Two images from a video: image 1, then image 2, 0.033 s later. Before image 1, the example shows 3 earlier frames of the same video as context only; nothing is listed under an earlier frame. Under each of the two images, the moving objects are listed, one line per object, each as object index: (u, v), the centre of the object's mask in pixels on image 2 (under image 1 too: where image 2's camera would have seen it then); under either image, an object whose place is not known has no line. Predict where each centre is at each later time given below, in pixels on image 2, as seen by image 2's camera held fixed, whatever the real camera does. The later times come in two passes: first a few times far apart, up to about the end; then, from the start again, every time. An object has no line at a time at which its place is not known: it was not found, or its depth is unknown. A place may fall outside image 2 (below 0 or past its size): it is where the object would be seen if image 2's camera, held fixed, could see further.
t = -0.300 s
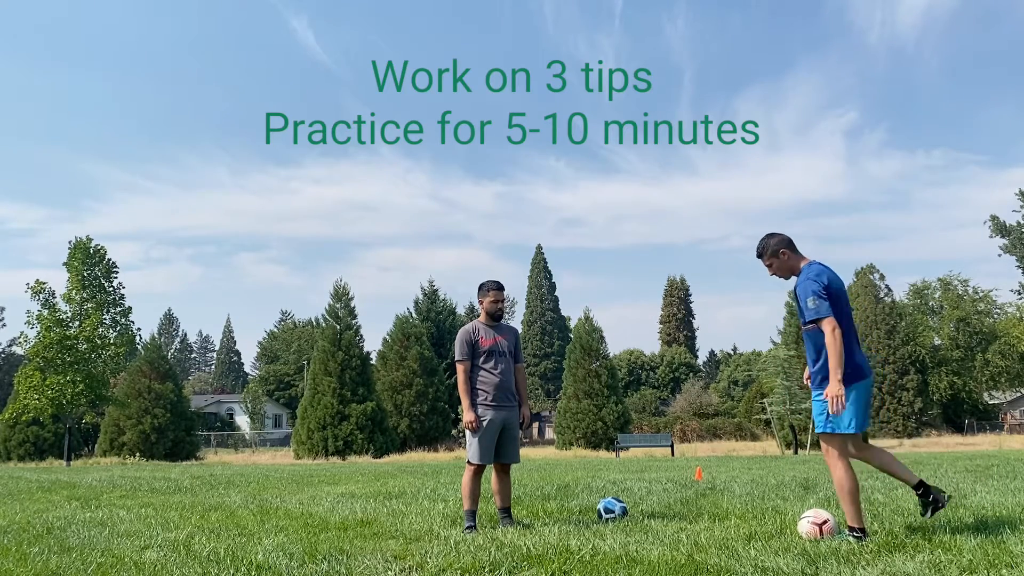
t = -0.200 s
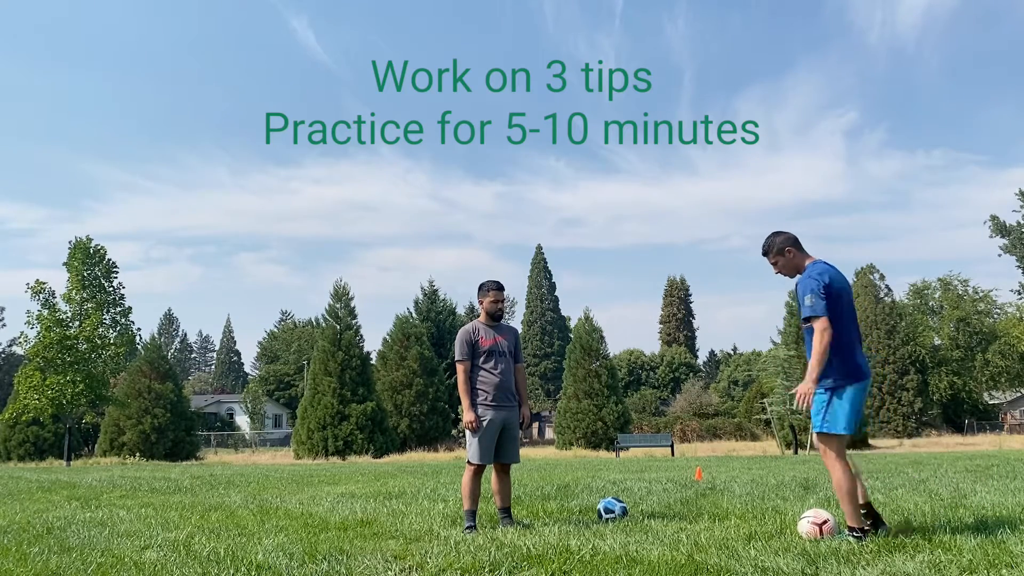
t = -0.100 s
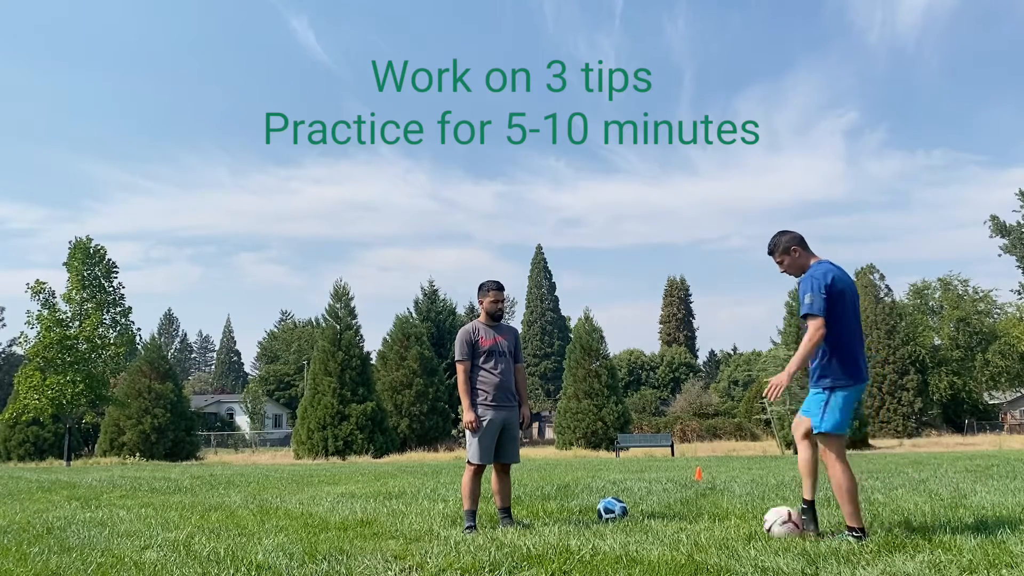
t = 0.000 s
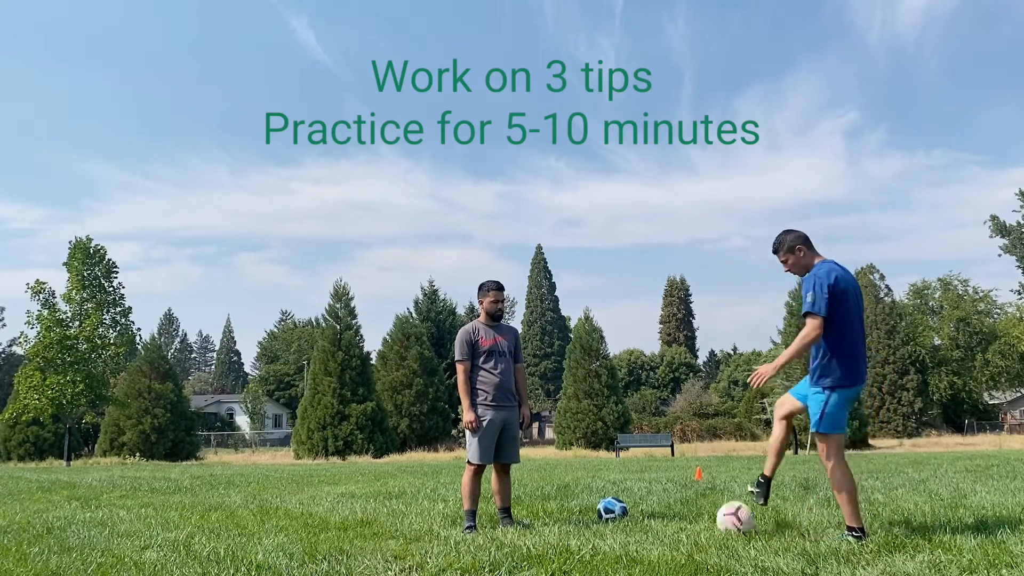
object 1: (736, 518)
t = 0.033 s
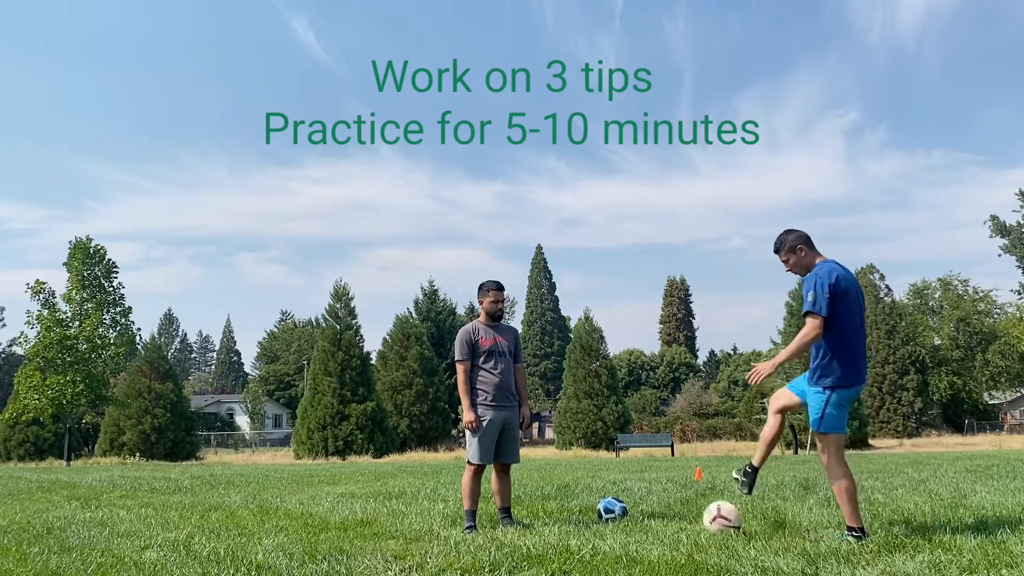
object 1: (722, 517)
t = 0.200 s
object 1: (661, 521)
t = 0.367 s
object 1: (614, 520)
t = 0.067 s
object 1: (709, 517)
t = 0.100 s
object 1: (696, 518)
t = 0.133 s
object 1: (683, 519)
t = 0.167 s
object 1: (672, 520)
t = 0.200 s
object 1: (661, 521)
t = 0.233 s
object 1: (651, 521)
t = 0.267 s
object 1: (641, 521)
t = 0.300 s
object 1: (632, 522)
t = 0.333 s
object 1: (623, 522)
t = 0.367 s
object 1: (614, 520)
